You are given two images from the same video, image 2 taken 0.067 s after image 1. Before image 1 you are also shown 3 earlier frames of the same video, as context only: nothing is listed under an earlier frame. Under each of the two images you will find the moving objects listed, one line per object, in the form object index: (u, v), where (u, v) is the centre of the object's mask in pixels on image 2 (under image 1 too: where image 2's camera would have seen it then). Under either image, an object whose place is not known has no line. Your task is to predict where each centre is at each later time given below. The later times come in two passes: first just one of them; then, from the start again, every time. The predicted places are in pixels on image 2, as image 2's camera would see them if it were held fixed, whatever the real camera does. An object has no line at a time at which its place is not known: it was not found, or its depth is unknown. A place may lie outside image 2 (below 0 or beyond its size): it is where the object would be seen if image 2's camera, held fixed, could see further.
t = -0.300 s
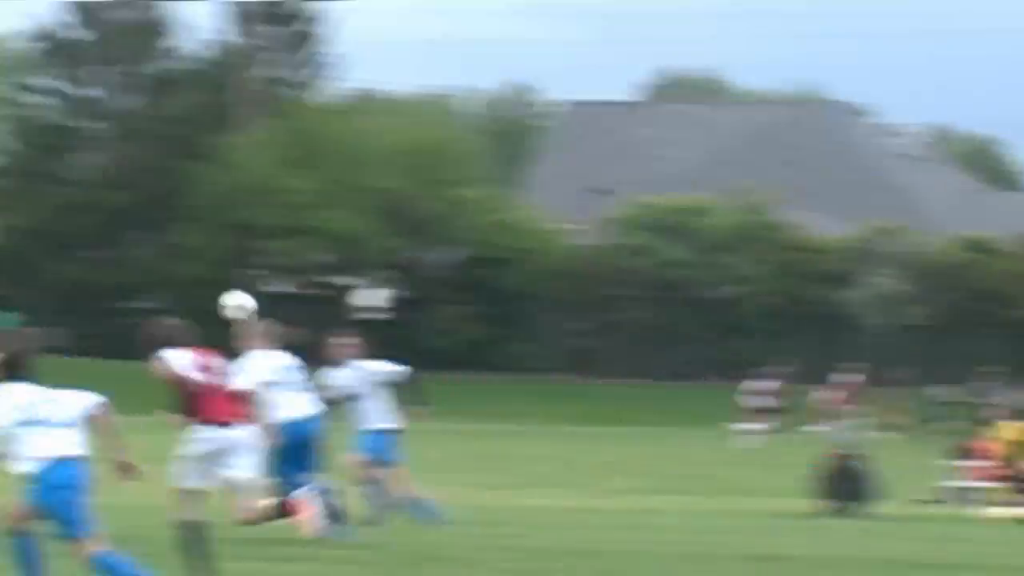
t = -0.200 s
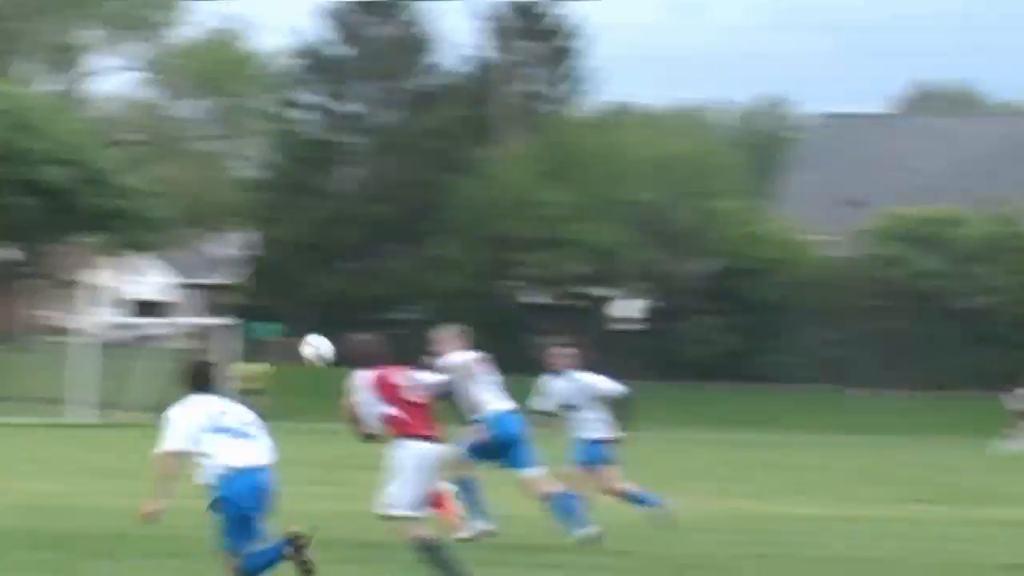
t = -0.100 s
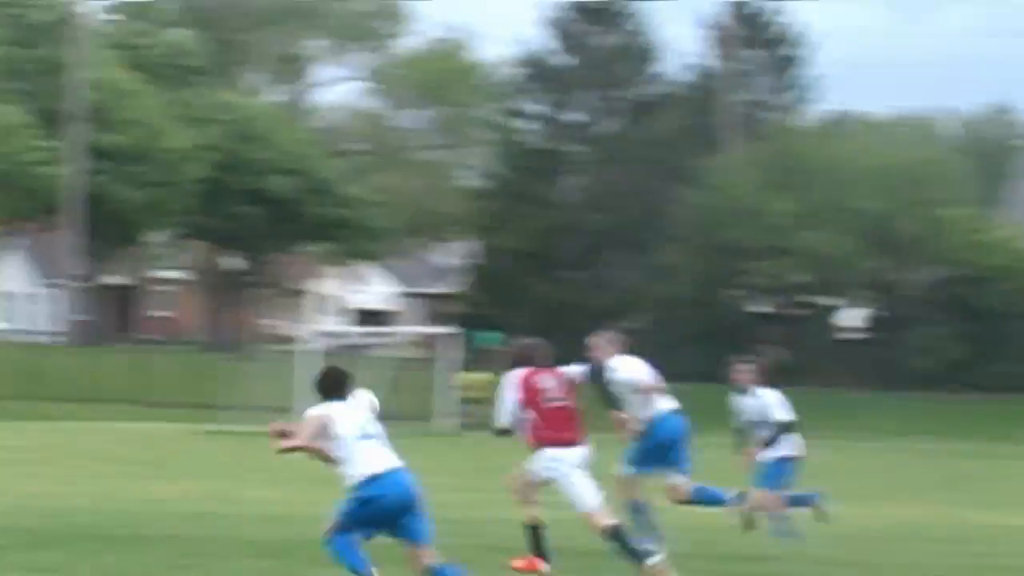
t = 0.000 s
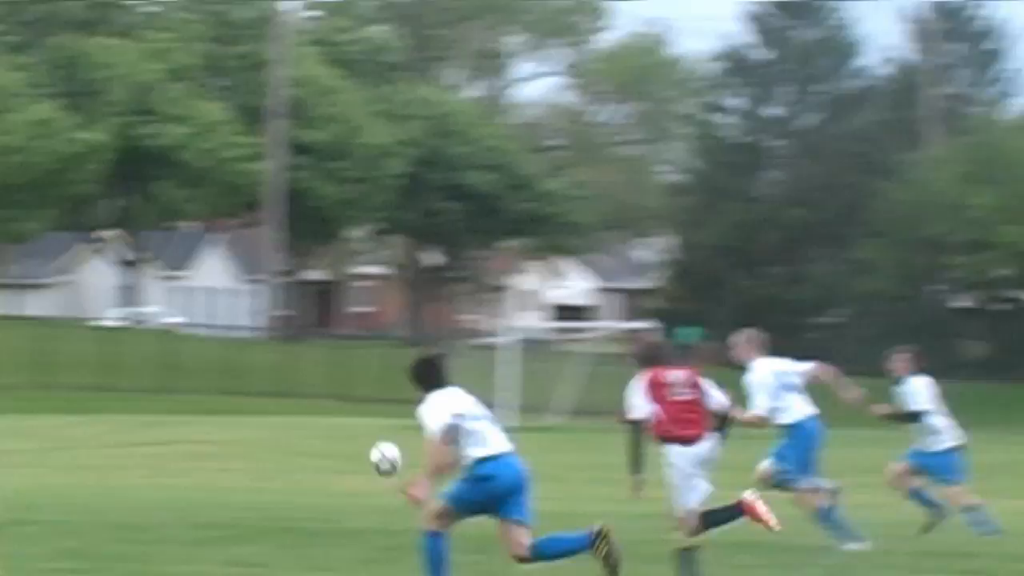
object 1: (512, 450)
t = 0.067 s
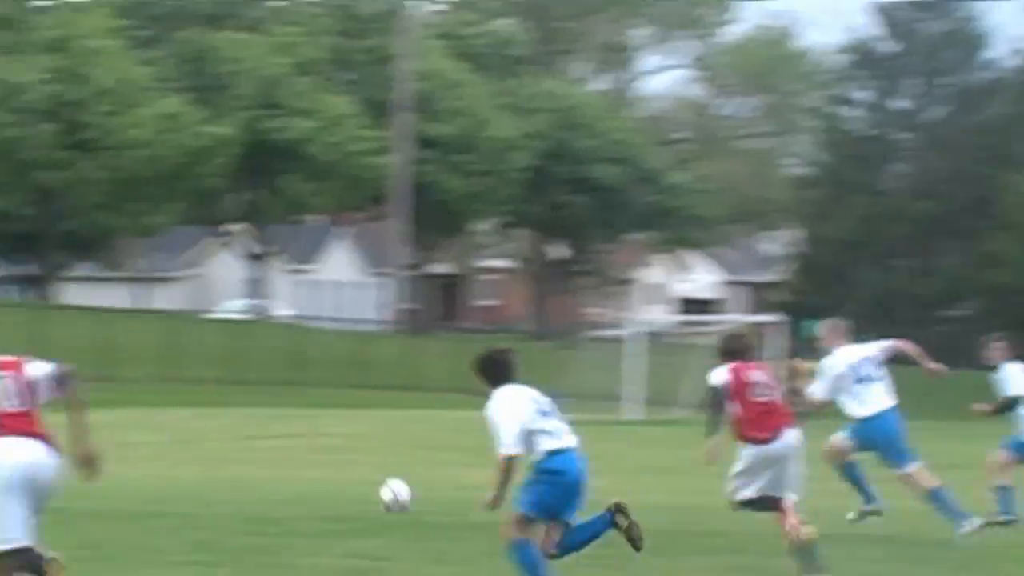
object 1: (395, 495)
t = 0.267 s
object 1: (182, 441)
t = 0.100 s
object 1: (344, 504)
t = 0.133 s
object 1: (308, 492)
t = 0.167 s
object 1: (277, 478)
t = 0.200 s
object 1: (244, 464)
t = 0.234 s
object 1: (214, 450)
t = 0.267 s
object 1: (182, 441)
